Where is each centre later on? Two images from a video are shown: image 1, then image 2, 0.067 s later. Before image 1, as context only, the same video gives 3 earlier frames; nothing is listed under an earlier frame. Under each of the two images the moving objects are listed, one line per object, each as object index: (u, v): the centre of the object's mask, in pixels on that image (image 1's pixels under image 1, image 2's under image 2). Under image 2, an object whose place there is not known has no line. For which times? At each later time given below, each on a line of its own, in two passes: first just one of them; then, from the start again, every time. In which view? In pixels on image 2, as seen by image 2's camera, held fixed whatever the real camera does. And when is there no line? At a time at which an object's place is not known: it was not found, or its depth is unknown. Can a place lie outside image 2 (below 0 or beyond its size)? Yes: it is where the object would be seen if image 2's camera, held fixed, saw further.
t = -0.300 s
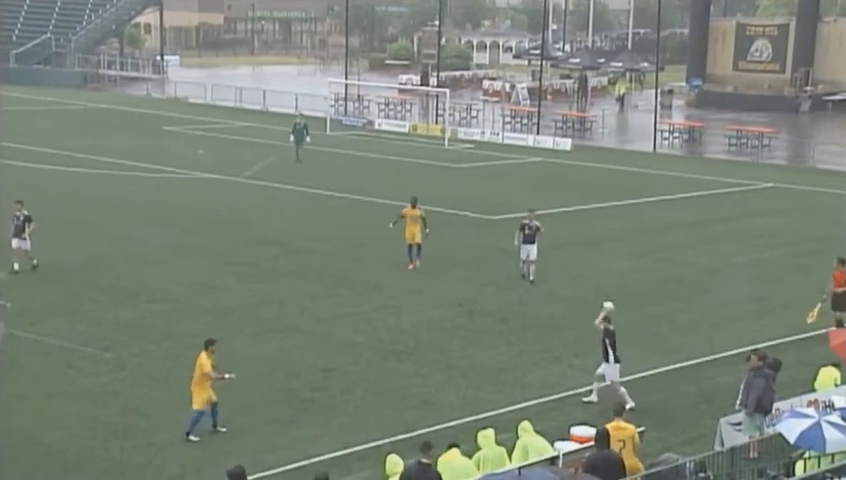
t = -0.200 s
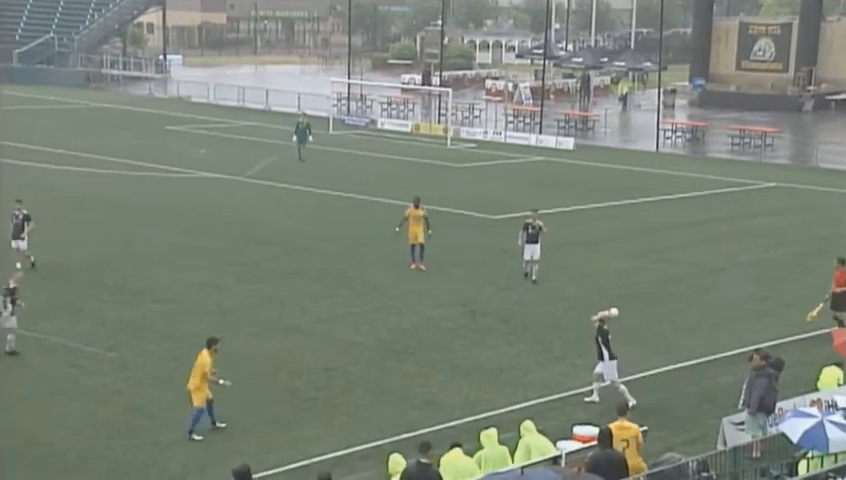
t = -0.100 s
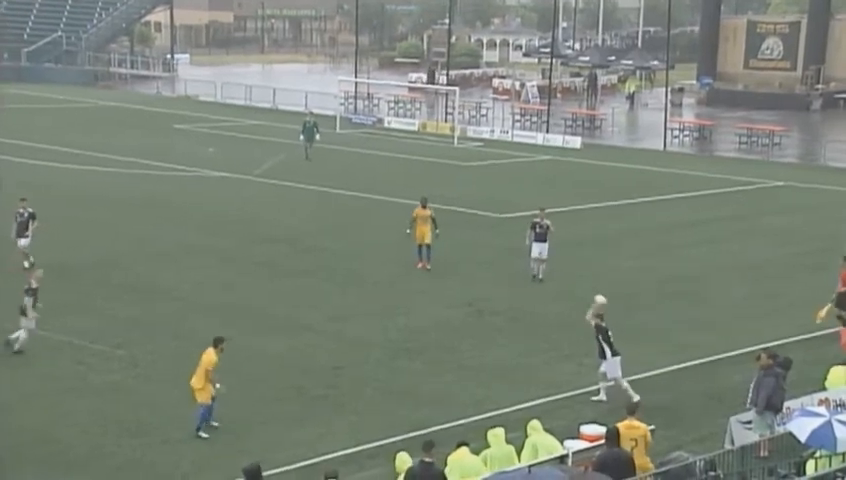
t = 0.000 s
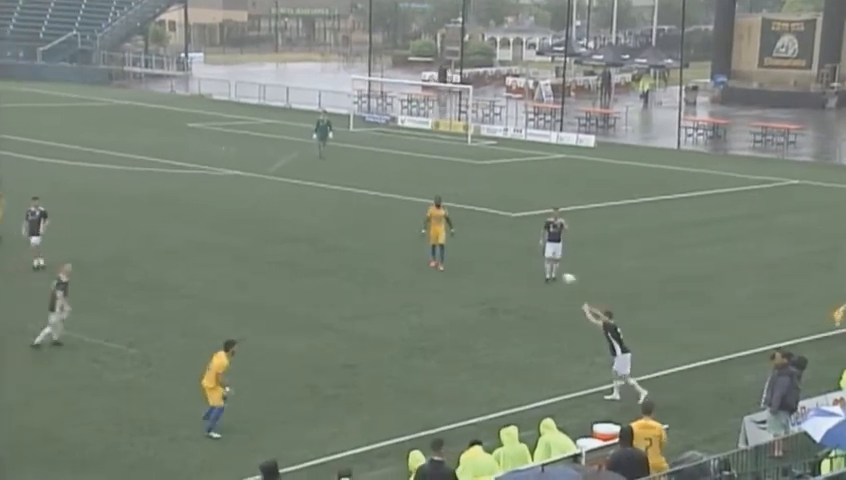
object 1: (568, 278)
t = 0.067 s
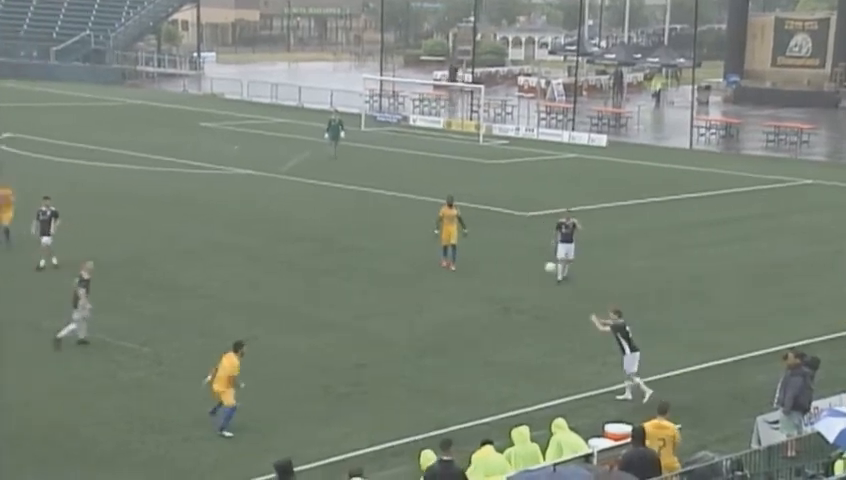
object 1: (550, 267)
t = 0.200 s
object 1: (490, 254)
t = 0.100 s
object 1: (535, 263)
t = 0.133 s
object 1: (520, 259)
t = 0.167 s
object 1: (505, 256)
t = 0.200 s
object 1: (490, 254)
